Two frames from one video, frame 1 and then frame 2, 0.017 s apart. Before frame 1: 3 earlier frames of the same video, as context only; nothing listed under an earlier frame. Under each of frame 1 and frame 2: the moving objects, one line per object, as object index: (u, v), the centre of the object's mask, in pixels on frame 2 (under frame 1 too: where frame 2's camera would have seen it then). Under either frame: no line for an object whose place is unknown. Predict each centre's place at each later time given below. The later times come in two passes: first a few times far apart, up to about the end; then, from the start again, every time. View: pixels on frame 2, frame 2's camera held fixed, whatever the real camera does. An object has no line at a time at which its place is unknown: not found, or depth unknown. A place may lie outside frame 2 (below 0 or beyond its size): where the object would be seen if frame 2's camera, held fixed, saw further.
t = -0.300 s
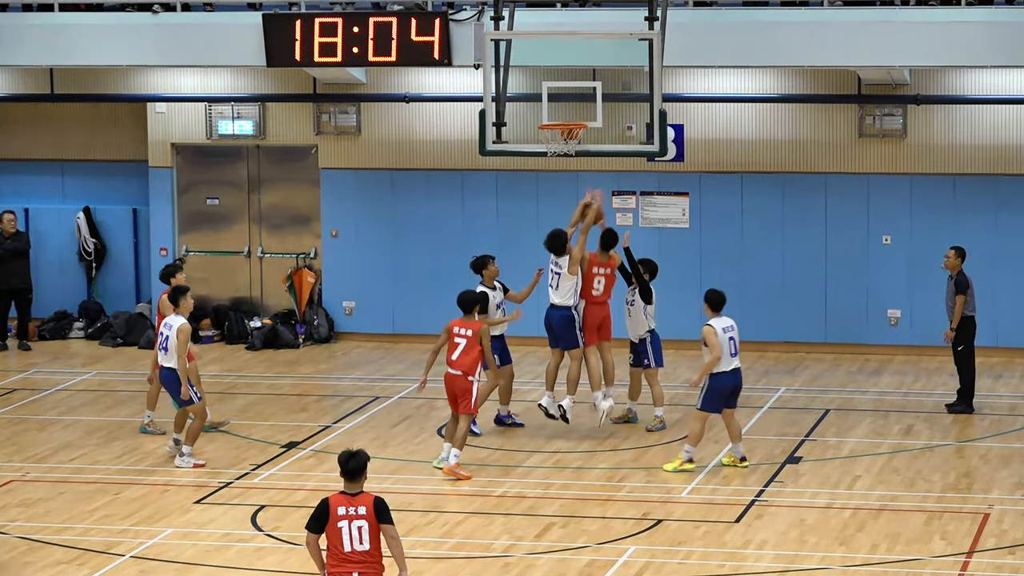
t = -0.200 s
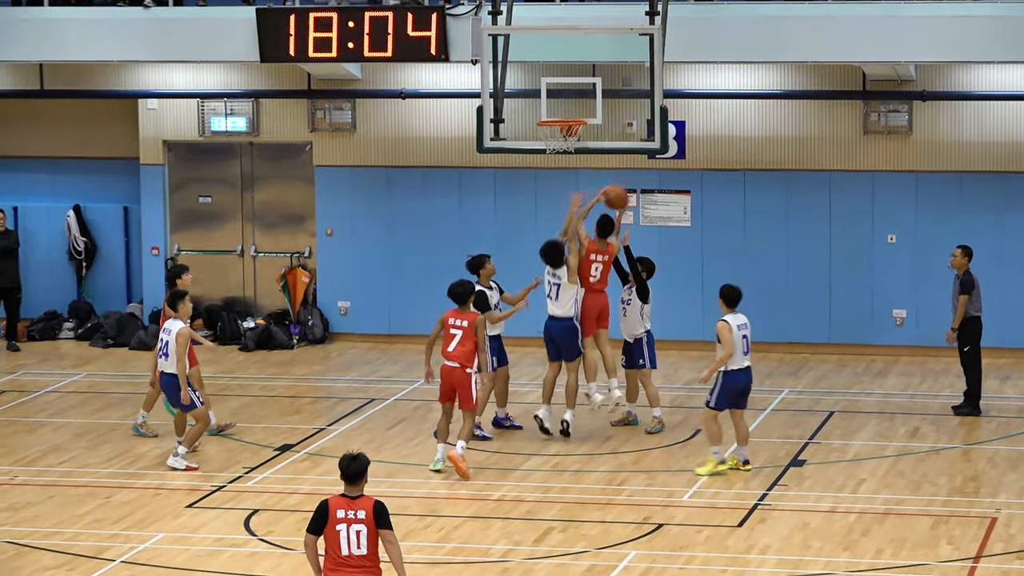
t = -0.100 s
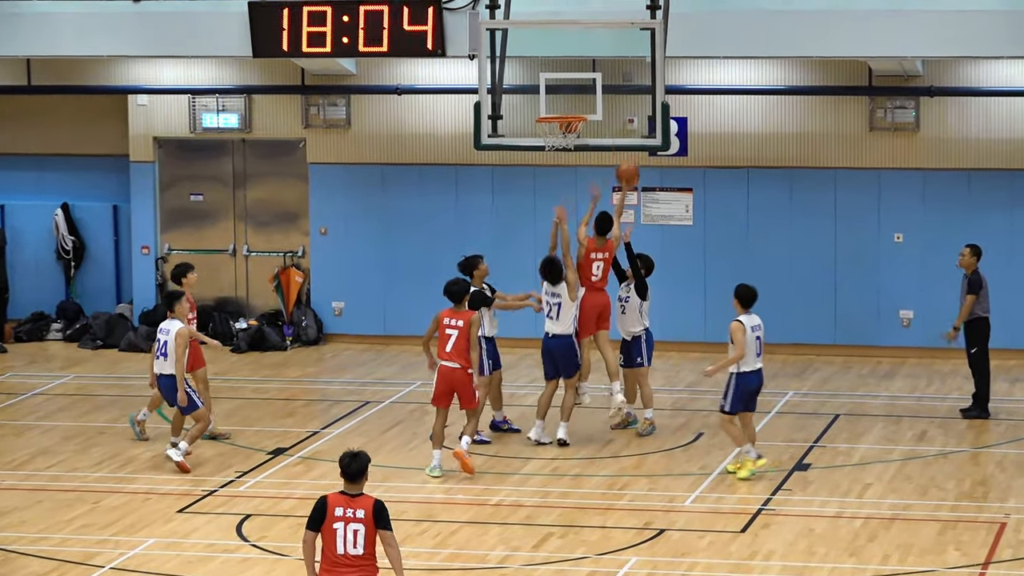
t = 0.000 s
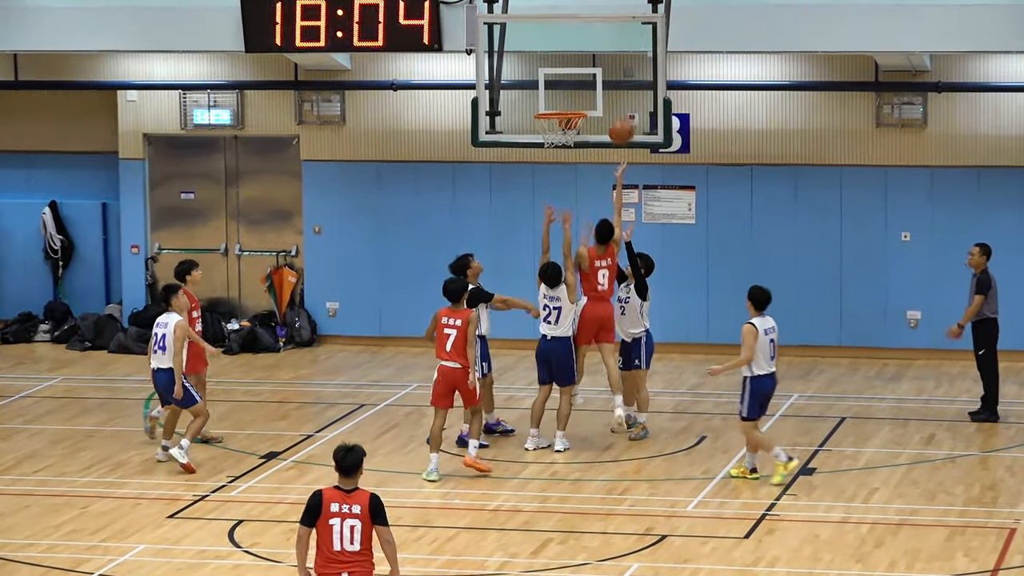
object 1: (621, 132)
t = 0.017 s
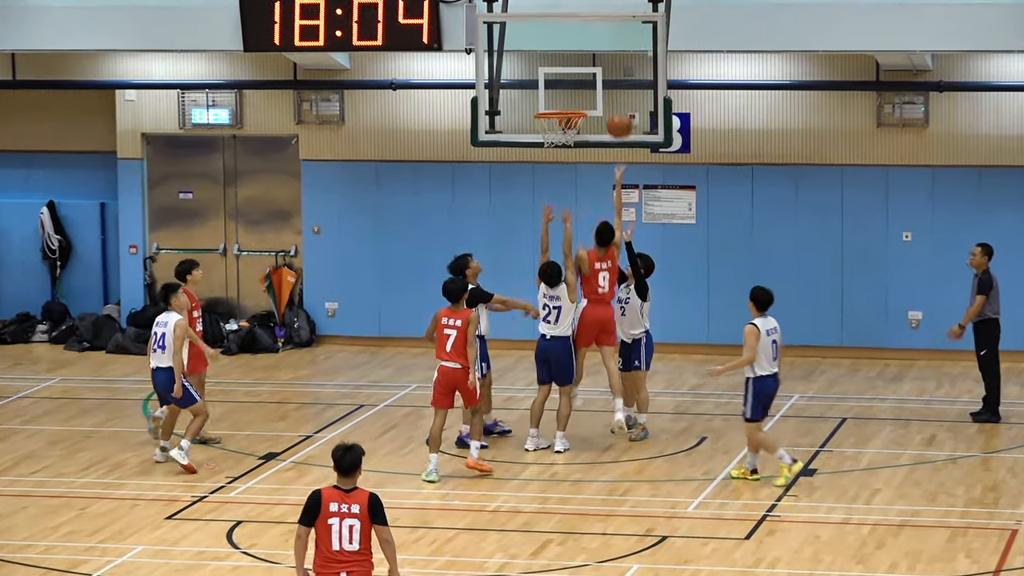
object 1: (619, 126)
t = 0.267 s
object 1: (590, 69)
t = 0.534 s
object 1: (561, 74)
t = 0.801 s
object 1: (560, 97)
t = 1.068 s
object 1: (575, 100)
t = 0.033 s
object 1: (618, 120)
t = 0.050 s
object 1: (615, 114)
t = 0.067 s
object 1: (613, 106)
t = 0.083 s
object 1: (611, 103)
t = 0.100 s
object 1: (610, 98)
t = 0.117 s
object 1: (608, 93)
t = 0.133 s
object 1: (606, 89)
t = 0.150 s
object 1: (604, 86)
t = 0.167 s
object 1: (602, 82)
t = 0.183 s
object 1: (600, 79)
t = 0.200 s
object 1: (598, 76)
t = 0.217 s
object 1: (595, 74)
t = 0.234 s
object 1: (593, 71)
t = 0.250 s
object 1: (592, 70)
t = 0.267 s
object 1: (590, 69)
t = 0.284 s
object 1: (588, 68)
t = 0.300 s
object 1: (586, 67)
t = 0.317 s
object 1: (583, 63)
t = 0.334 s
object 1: (581, 62)
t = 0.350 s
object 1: (579, 62)
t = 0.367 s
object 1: (577, 61)
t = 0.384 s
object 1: (575, 61)
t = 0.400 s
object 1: (574, 62)
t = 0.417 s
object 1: (573, 61)
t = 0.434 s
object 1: (571, 63)
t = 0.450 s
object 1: (570, 63)
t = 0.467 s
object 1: (568, 65)
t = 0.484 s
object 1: (566, 67)
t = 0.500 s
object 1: (565, 69)
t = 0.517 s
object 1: (563, 71)
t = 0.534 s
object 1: (561, 74)
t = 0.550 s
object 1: (560, 77)
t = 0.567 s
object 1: (558, 79)
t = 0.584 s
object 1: (557, 82)
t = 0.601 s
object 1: (555, 87)
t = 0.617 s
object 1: (554, 91)
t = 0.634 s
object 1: (552, 95)
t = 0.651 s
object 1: (552, 95)
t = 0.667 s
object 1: (553, 95)
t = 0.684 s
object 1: (554, 95)
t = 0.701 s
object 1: (555, 96)
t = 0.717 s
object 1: (556, 96)
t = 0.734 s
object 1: (557, 96)
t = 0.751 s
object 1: (557, 96)
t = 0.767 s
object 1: (558, 96)
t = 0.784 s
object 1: (559, 96)
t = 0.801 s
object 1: (560, 97)
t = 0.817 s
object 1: (561, 98)
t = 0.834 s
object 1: (562, 97)
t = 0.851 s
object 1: (564, 95)
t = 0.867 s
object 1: (565, 93)
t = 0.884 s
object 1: (565, 92)
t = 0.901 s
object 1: (566, 92)
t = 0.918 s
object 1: (566, 91)
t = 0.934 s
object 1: (567, 91)
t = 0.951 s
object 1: (568, 91)
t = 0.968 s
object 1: (569, 91)
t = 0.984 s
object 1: (570, 92)
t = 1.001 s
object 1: (571, 93)
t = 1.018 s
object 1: (572, 94)
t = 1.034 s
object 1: (572, 95)
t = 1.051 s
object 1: (573, 98)
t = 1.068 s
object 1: (575, 100)
